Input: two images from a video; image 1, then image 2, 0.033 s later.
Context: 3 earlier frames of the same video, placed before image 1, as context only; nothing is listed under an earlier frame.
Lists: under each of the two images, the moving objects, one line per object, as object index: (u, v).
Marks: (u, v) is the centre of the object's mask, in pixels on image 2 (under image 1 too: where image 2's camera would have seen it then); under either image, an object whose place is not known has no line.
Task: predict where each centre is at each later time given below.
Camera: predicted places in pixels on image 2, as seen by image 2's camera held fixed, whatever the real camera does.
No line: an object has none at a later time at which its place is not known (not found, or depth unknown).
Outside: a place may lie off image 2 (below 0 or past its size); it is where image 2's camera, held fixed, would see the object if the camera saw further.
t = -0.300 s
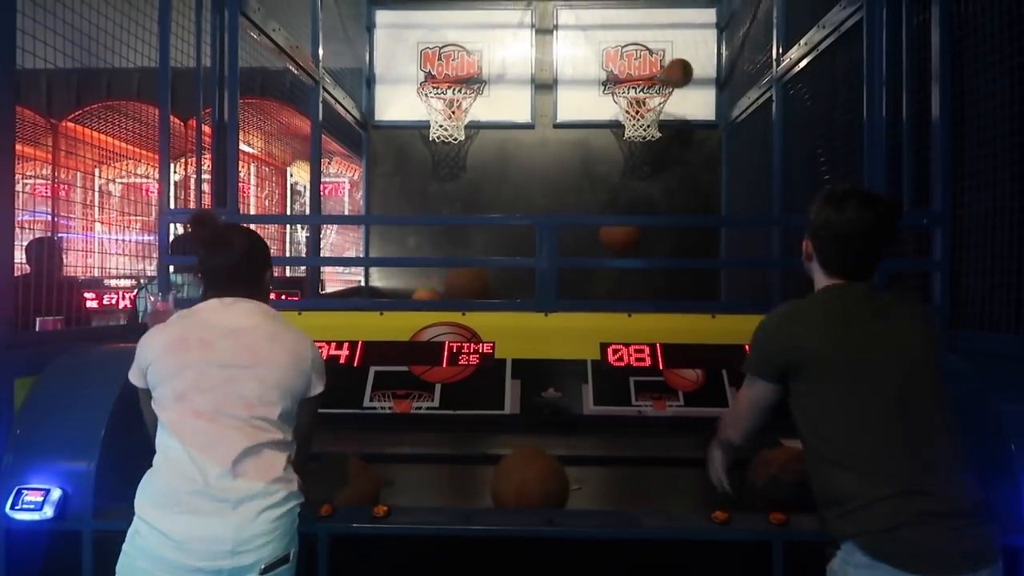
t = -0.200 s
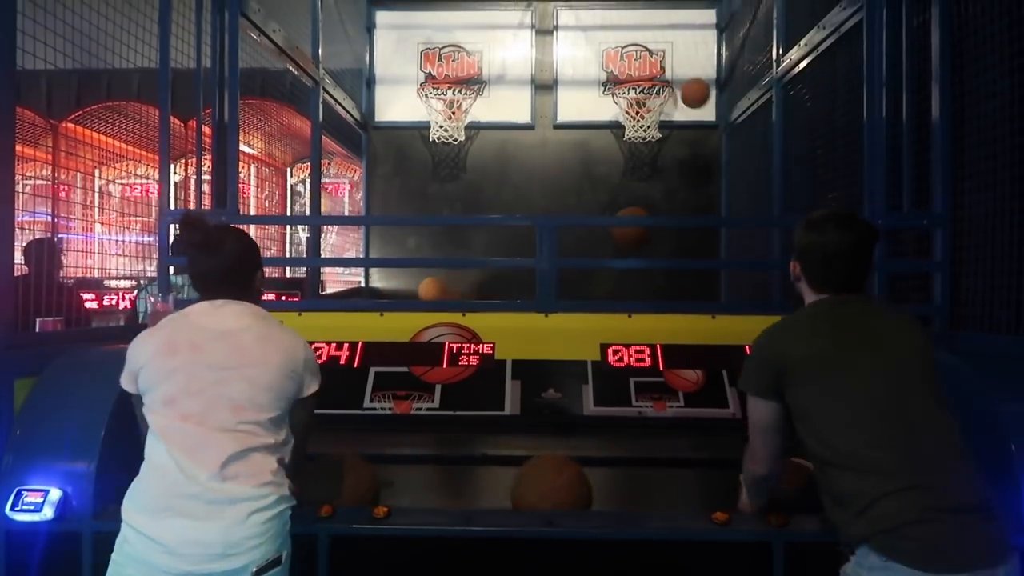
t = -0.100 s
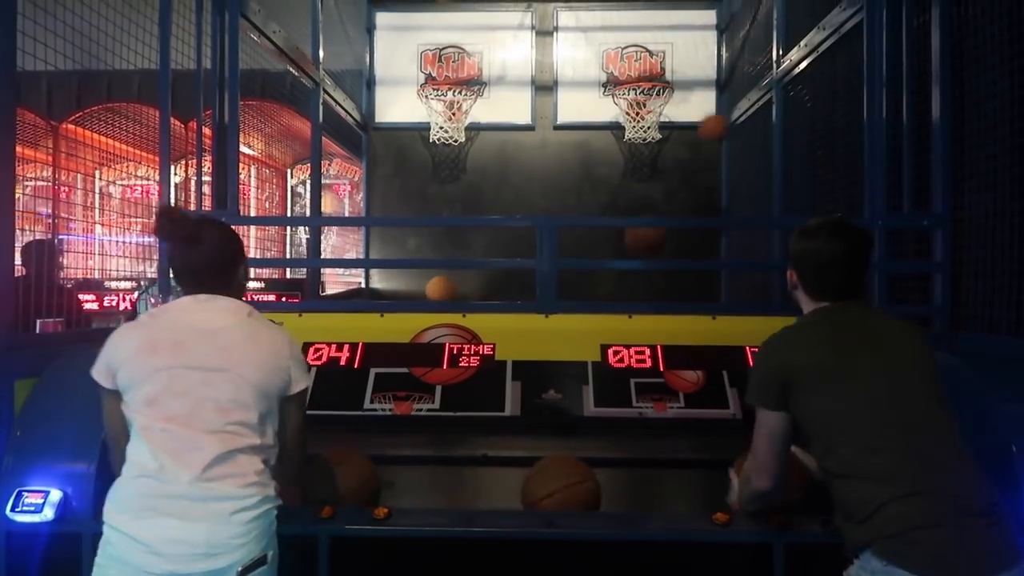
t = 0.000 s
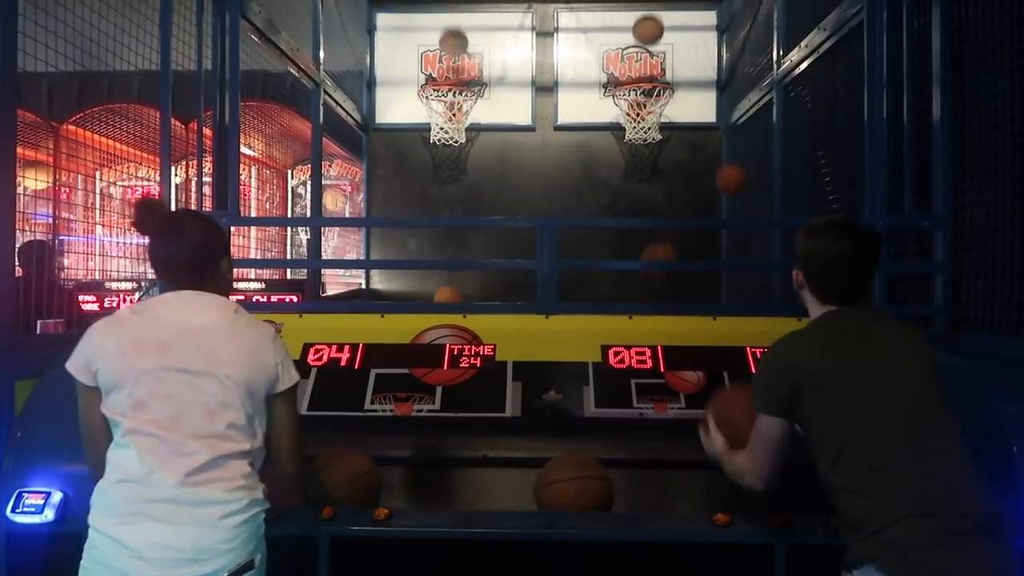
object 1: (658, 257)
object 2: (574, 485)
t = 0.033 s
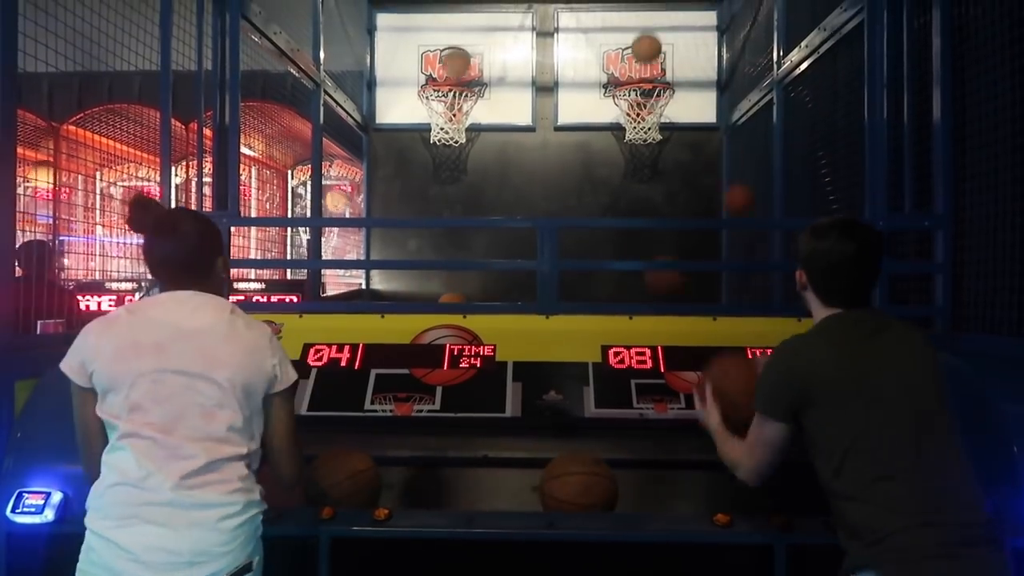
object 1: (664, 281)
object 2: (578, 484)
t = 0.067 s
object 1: (670, 288)
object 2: (582, 484)
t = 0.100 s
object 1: (674, 298)
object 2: (587, 484)
